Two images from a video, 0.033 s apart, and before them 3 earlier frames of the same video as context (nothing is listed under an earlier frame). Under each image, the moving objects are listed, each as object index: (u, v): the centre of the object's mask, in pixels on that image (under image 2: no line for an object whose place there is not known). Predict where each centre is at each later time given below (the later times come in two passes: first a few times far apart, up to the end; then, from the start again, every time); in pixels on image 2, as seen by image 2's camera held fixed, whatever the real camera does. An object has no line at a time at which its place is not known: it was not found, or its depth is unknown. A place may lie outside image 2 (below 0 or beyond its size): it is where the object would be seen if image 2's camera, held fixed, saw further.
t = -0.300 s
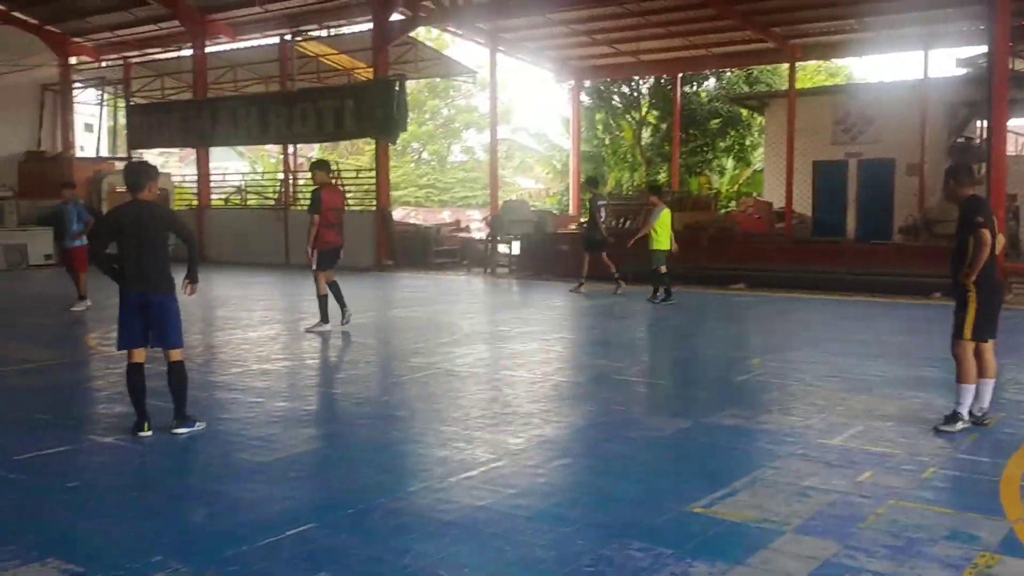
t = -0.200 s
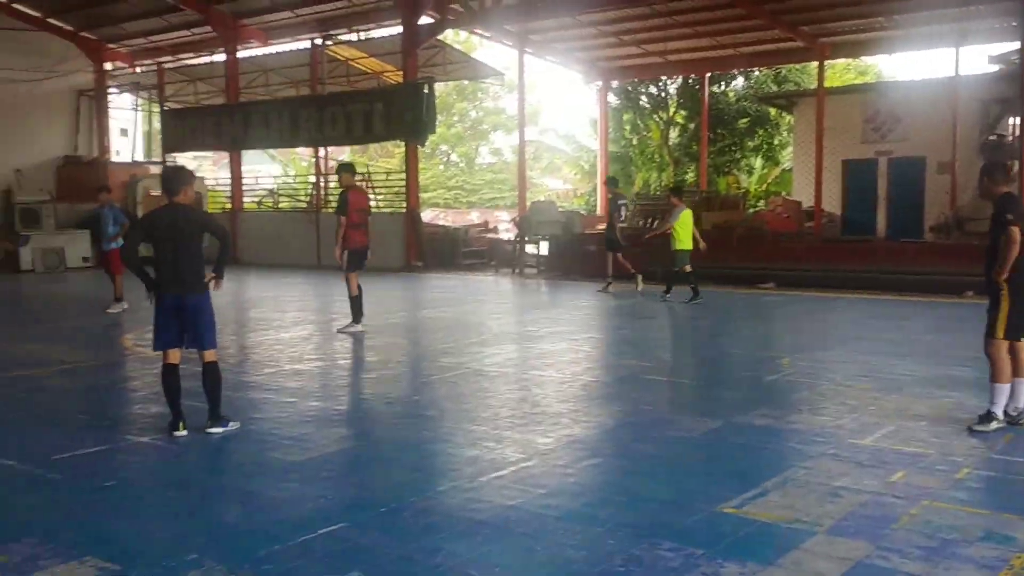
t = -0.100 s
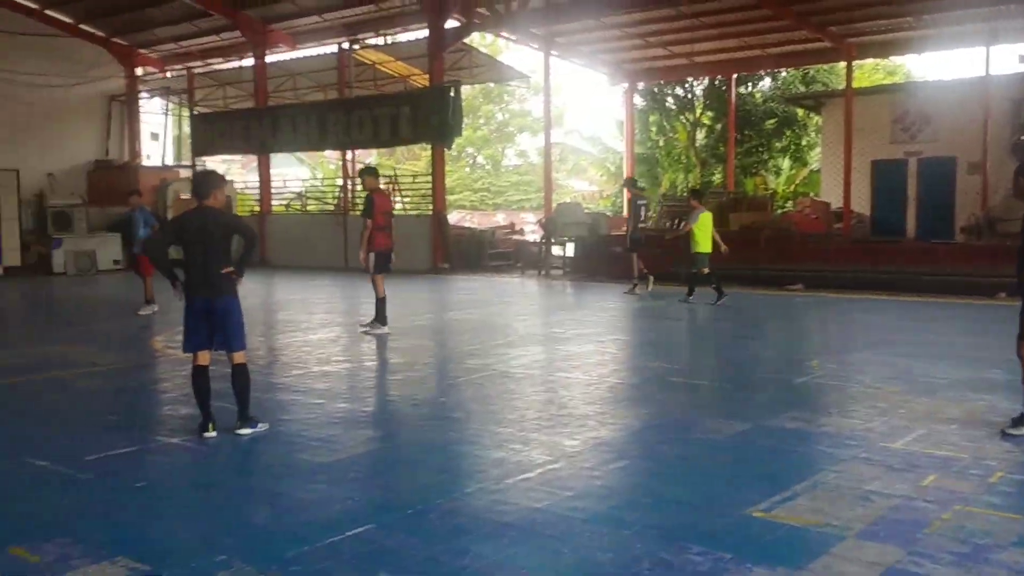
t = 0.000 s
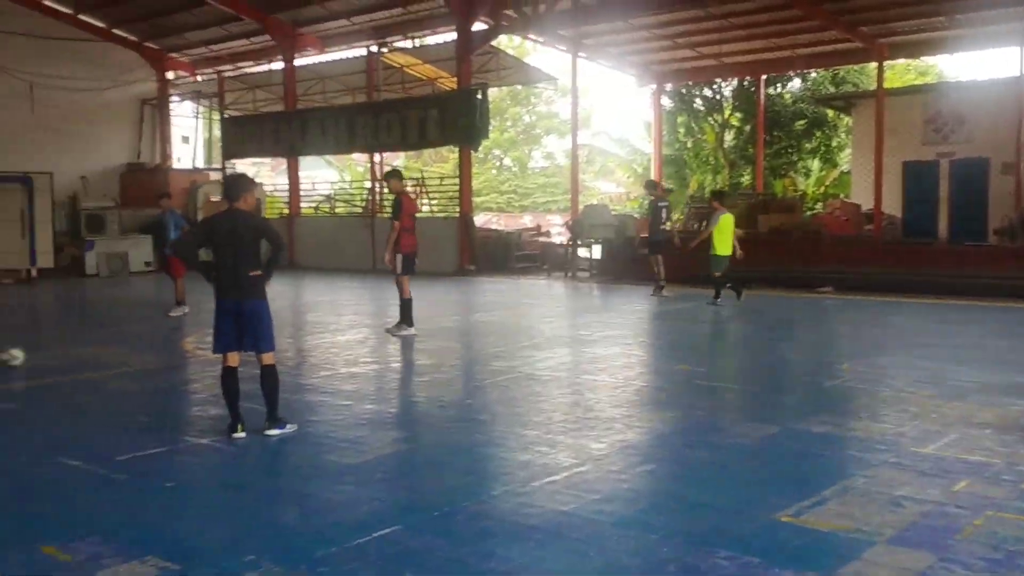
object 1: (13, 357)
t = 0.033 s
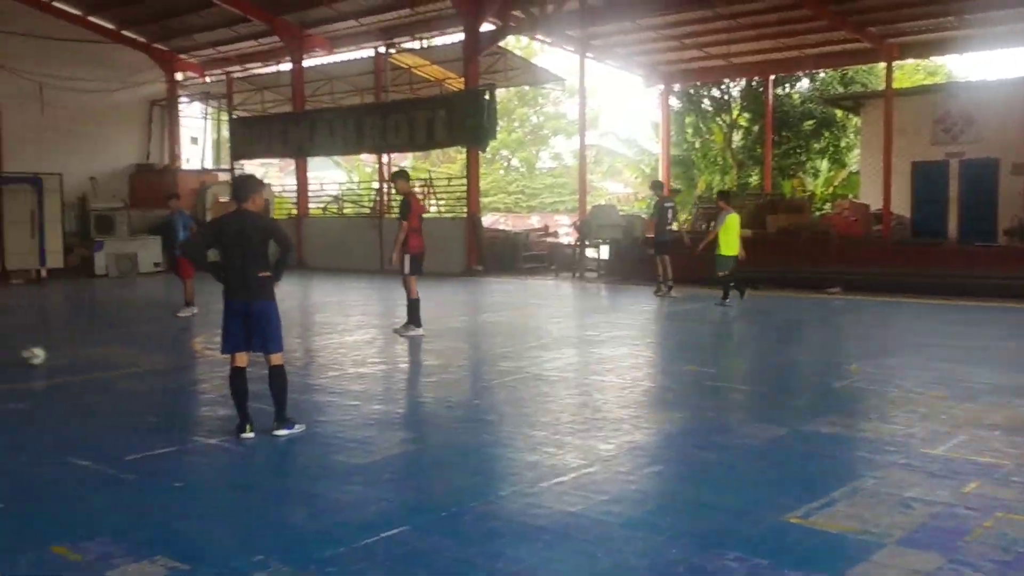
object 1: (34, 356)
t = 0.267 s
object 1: (96, 354)
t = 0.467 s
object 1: (141, 351)
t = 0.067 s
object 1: (44, 354)
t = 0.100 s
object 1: (54, 354)
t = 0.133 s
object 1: (64, 354)
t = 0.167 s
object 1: (73, 355)
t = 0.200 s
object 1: (80, 354)
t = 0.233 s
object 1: (88, 353)
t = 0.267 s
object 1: (96, 354)
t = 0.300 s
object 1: (103, 353)
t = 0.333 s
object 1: (111, 353)
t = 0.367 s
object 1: (118, 352)
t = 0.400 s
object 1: (126, 352)
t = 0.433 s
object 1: (134, 350)
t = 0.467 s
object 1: (141, 351)
